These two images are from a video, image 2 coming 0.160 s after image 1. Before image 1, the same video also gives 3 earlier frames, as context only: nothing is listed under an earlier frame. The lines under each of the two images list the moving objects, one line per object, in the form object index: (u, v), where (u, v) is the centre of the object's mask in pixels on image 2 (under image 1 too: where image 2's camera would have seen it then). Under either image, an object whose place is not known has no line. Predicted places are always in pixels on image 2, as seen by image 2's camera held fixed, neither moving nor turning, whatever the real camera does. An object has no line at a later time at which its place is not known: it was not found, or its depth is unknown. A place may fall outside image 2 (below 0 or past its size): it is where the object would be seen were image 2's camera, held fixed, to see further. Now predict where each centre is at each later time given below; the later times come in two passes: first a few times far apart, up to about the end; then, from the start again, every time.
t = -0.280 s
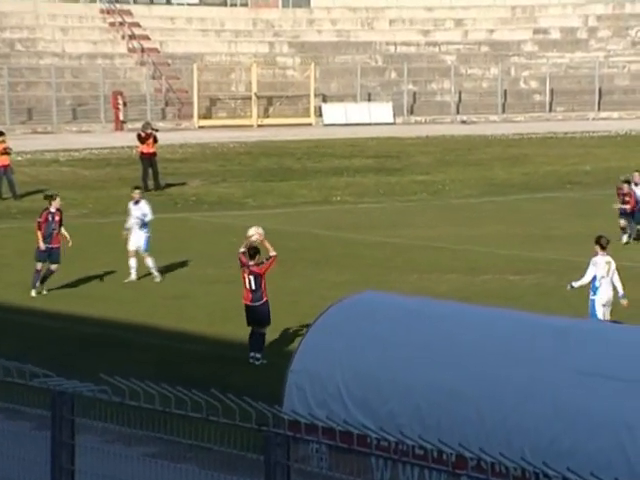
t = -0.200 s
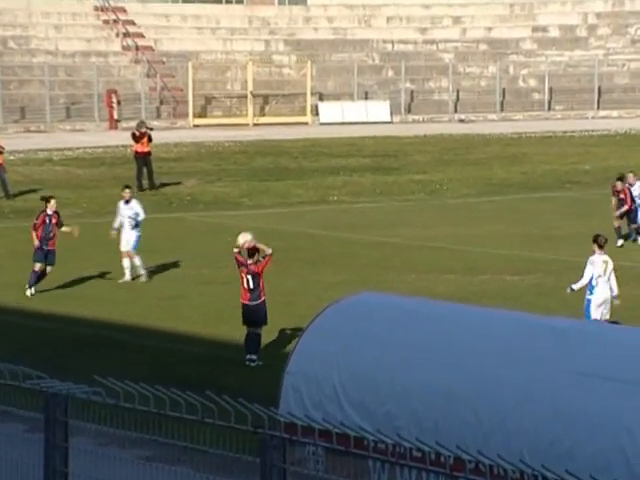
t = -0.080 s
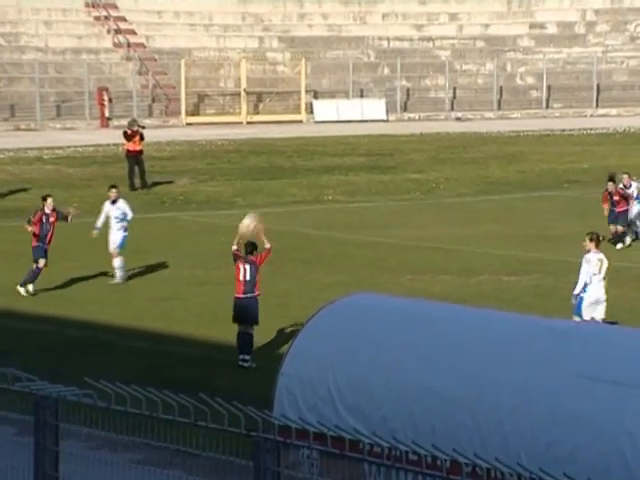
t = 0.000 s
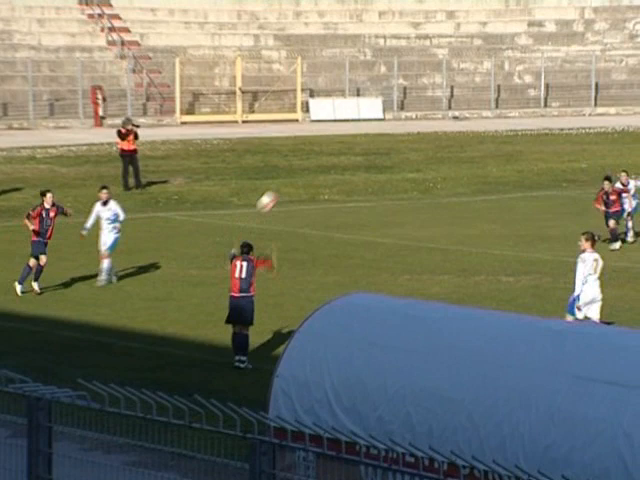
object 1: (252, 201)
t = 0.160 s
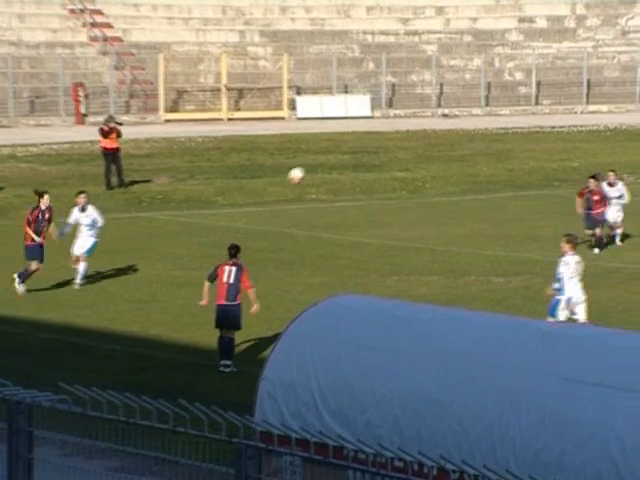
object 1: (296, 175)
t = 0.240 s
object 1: (316, 170)
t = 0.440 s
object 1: (364, 178)
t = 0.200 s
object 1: (306, 172)
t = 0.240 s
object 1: (316, 170)
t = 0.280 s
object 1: (326, 169)
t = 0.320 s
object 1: (336, 170)
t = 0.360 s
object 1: (345, 171)
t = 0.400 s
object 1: (354, 174)
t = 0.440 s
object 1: (364, 178)
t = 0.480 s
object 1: (372, 183)
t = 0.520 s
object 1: (381, 188)
